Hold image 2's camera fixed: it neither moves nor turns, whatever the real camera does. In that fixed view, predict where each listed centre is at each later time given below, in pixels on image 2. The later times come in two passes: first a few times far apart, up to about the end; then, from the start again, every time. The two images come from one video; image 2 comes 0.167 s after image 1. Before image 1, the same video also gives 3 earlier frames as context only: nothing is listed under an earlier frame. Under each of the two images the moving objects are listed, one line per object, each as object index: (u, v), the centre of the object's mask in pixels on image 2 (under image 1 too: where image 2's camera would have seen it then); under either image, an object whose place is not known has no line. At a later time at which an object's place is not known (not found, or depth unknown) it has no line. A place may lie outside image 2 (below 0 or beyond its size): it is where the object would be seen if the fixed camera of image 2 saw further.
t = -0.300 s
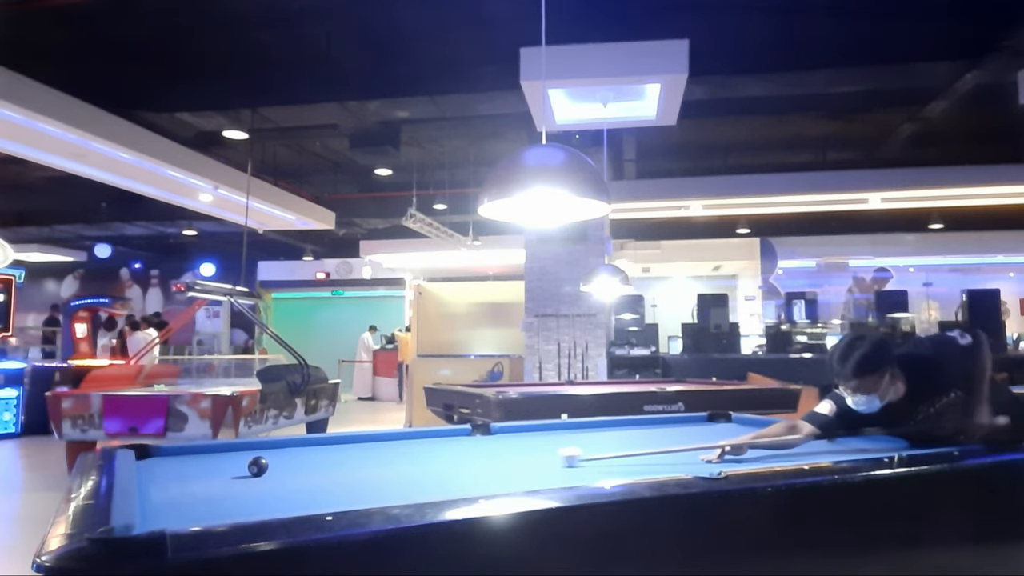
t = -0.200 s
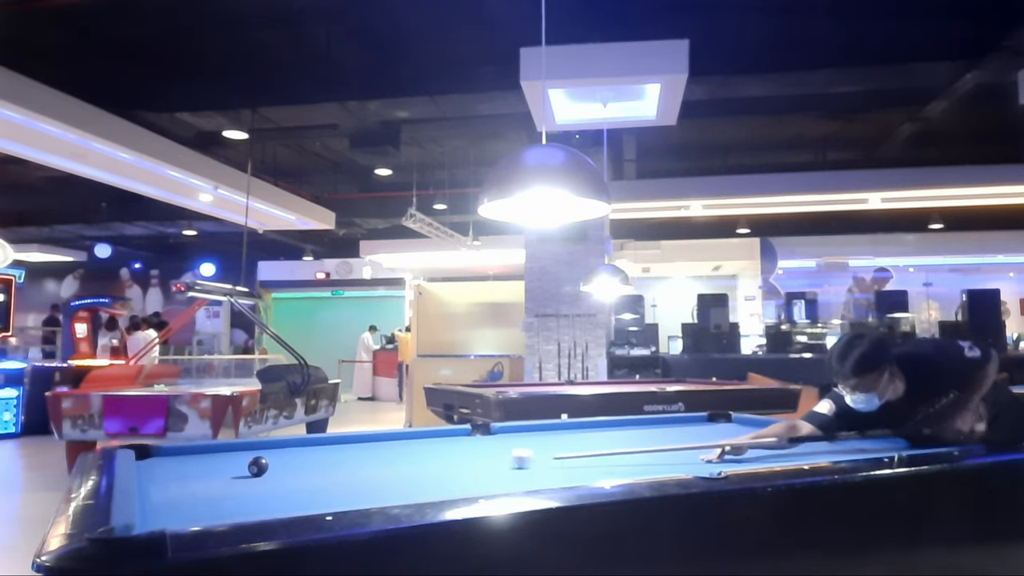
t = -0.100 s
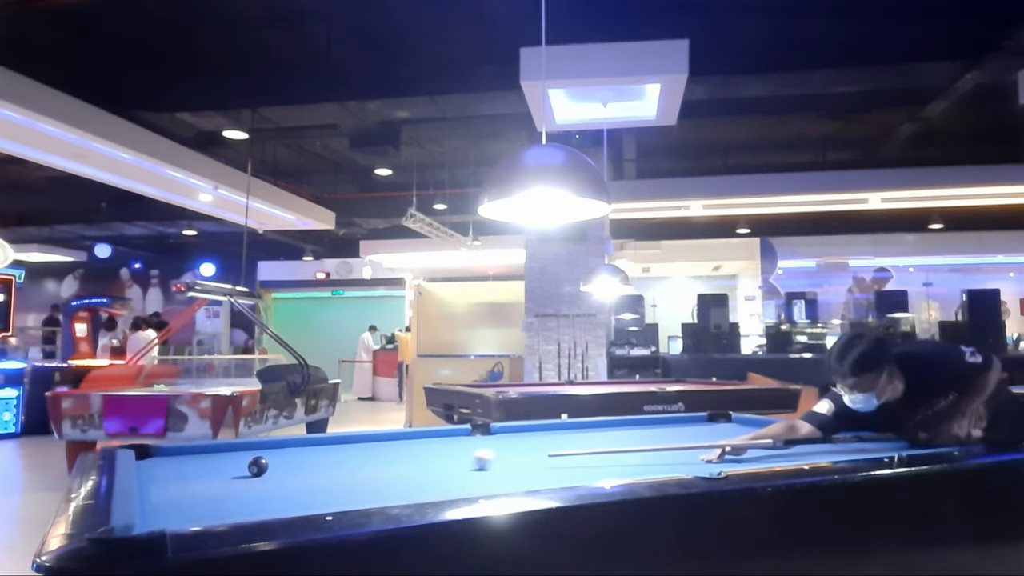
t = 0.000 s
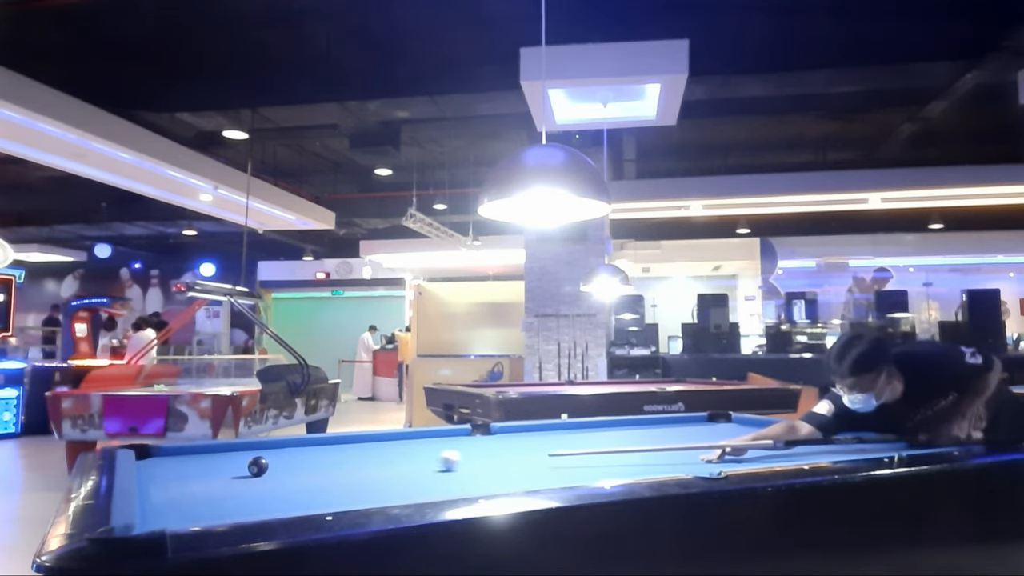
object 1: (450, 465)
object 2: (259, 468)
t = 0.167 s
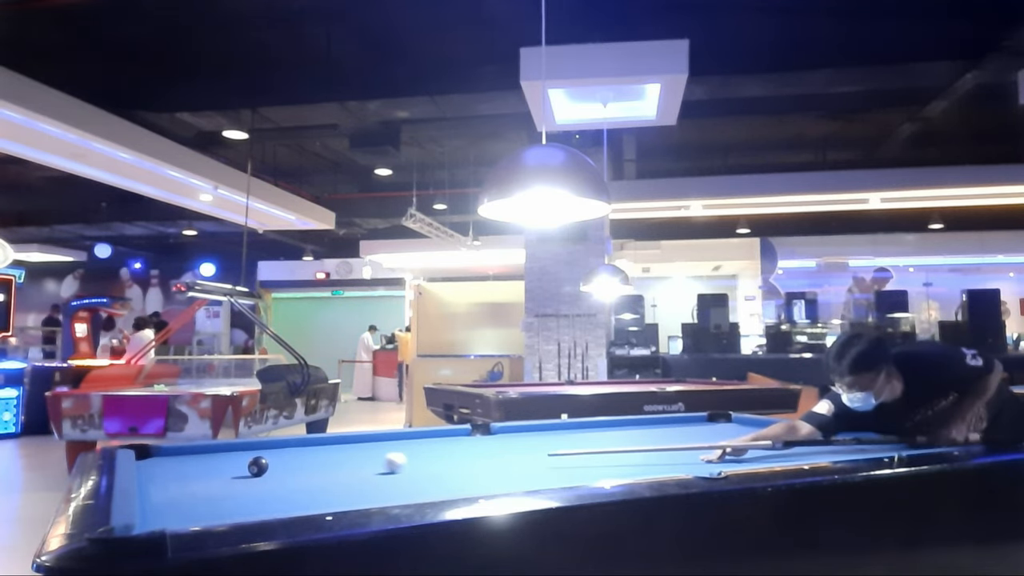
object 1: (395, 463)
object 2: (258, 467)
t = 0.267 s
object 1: (360, 464)
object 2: (258, 467)
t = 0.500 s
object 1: (281, 467)
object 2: (258, 467)
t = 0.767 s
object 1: (228, 474)
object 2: (224, 460)
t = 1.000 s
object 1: (180, 480)
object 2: (197, 463)
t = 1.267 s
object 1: (165, 484)
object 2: (168, 461)
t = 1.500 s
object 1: (197, 483)
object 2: (145, 459)
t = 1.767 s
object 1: (229, 482)
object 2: (158, 456)
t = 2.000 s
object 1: (254, 481)
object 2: (169, 454)
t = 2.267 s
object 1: (280, 480)
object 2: (180, 452)
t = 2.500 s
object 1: (299, 479)
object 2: (187, 450)
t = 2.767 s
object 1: (318, 479)
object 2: (194, 449)
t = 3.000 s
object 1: (332, 478)
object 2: (198, 448)
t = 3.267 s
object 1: (346, 478)
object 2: (200, 448)
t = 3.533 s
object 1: (355, 478)
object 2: (201, 448)
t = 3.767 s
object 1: (362, 478)
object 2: (200, 448)
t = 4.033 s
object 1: (366, 478)
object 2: (200, 448)
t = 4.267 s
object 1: (368, 478)
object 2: (200, 448)
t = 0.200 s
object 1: (384, 464)
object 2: (258, 467)
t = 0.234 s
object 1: (372, 464)
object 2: (258, 467)
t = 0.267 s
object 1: (360, 464)
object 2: (258, 467)
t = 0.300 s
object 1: (349, 465)
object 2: (258, 467)
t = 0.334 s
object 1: (338, 465)
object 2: (258, 467)
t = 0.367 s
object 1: (327, 465)
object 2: (258, 467)
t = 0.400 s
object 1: (316, 466)
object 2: (258, 467)
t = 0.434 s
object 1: (305, 466)
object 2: (258, 467)
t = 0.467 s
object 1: (292, 467)
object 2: (258, 467)
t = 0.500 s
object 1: (281, 467)
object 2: (258, 467)
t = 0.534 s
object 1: (271, 468)
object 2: (254, 466)
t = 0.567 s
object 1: (266, 469)
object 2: (249, 466)
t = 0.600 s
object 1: (260, 470)
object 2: (244, 465)
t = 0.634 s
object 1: (253, 471)
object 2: (239, 464)
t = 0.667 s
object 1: (247, 471)
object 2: (235, 463)
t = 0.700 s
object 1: (240, 472)
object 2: (231, 462)
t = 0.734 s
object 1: (234, 473)
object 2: (227, 460)
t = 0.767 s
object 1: (228, 474)
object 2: (224, 460)
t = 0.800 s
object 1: (221, 475)
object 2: (221, 460)
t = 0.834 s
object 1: (214, 476)
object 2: (217, 460)
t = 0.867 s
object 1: (207, 477)
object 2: (213, 461)
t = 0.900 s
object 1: (201, 478)
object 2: (209, 461)
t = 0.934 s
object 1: (194, 478)
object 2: (205, 462)
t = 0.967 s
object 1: (187, 480)
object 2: (201, 463)
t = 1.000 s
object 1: (180, 480)
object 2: (197, 463)
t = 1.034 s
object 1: (173, 481)
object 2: (193, 463)
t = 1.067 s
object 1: (166, 482)
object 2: (189, 463)
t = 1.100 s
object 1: (159, 483)
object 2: (185, 463)
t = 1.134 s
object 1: (153, 484)
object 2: (182, 462)
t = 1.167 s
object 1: (152, 484)
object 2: (178, 462)
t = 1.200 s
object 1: (155, 484)
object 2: (175, 461)
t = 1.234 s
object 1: (160, 484)
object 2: (171, 461)
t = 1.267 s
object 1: (165, 484)
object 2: (168, 461)
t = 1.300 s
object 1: (170, 484)
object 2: (164, 461)
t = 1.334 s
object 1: (175, 484)
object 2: (161, 461)
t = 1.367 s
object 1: (179, 484)
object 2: (157, 460)
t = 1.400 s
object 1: (184, 483)
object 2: (154, 460)
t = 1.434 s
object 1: (188, 483)
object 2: (150, 460)
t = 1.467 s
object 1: (192, 483)
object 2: (147, 459)
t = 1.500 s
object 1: (197, 483)
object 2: (145, 459)
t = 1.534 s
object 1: (201, 483)
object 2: (146, 458)
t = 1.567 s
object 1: (205, 483)
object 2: (147, 458)
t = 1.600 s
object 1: (209, 482)
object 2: (149, 458)
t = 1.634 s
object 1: (213, 482)
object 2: (151, 457)
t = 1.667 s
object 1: (217, 482)
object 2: (154, 457)
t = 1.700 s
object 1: (221, 482)
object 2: (155, 457)
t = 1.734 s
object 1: (225, 482)
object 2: (157, 456)
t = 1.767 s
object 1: (229, 482)
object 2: (158, 456)
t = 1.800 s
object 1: (232, 481)
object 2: (160, 456)
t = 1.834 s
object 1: (236, 481)
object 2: (161, 455)
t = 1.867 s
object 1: (240, 481)
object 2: (163, 456)
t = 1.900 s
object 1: (243, 481)
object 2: (165, 455)
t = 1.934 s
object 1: (247, 481)
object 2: (166, 455)
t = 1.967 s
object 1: (251, 481)
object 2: (168, 454)
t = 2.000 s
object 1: (254, 481)
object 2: (169, 454)
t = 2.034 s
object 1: (257, 481)
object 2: (171, 454)
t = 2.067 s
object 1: (261, 480)
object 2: (172, 454)
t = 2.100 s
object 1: (264, 480)
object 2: (174, 453)
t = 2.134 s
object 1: (267, 480)
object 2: (175, 453)
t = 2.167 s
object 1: (270, 480)
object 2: (176, 453)
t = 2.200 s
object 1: (274, 480)
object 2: (177, 452)
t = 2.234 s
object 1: (277, 480)
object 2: (179, 452)
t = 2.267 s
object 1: (280, 480)
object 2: (180, 452)
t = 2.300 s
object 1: (283, 480)
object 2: (181, 452)
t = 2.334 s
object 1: (286, 480)
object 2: (182, 451)
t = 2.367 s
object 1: (289, 480)
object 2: (183, 451)
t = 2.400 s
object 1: (291, 479)
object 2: (184, 451)
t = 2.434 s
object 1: (294, 479)
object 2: (185, 450)
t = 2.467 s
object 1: (297, 479)
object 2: (186, 450)
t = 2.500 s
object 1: (299, 479)
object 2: (187, 450)
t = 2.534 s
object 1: (302, 479)
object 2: (188, 450)
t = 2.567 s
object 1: (305, 479)
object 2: (189, 450)
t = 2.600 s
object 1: (307, 479)
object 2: (189, 450)
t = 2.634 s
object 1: (309, 479)
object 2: (190, 449)
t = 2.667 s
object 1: (312, 479)
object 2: (191, 449)
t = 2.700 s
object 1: (314, 479)
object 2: (192, 449)
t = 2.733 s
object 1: (316, 479)
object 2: (193, 449)
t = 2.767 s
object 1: (318, 479)
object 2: (194, 449)
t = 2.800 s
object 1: (320, 479)
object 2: (194, 449)
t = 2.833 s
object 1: (322, 479)
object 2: (195, 449)
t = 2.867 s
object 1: (324, 478)
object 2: (195, 448)
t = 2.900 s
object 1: (326, 478)
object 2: (196, 448)
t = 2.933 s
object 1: (328, 479)
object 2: (197, 448)
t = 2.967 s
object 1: (330, 478)
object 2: (197, 448)
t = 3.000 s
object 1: (332, 478)
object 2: (198, 448)
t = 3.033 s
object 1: (334, 479)
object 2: (198, 448)
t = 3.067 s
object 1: (336, 478)
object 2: (199, 448)
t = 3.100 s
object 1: (337, 478)
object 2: (199, 448)
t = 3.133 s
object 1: (339, 478)
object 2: (199, 448)
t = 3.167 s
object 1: (341, 478)
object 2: (199, 448)
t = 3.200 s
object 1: (342, 478)
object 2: (200, 448)
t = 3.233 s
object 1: (344, 478)
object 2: (200, 448)
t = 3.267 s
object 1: (346, 478)
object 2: (200, 448)
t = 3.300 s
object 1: (347, 478)
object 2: (200, 448)
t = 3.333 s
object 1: (348, 478)
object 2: (200, 448)
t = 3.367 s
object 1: (350, 478)
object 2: (201, 448)
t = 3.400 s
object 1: (351, 478)
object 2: (201, 448)
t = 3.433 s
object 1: (352, 478)
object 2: (201, 449)
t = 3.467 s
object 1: (353, 478)
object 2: (201, 448)
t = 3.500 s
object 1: (354, 478)
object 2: (201, 448)
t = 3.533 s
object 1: (355, 478)
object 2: (201, 448)
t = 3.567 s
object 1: (356, 478)
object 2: (201, 448)
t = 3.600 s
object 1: (357, 478)
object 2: (200, 448)
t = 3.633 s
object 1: (358, 478)
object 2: (200, 448)
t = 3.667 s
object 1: (359, 478)
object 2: (200, 448)
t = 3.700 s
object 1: (360, 478)
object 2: (200, 448)
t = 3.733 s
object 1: (361, 478)
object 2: (200, 448)
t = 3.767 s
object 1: (362, 478)
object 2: (200, 448)
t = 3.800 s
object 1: (362, 478)
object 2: (200, 448)
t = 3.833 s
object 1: (363, 478)
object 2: (200, 448)
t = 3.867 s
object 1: (364, 478)
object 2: (200, 448)
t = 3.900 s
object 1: (364, 478)
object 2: (200, 448)
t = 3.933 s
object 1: (365, 478)
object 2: (200, 448)
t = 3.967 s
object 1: (365, 478)
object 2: (200, 448)
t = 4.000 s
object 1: (366, 478)
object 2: (200, 448)
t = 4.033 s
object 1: (366, 478)
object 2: (200, 448)
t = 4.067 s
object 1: (366, 478)
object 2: (200, 448)
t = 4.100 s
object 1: (367, 478)
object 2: (200, 448)
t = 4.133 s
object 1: (367, 478)
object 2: (200, 448)
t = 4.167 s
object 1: (367, 478)
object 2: (200, 448)
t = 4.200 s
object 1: (367, 478)
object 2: (200, 448)
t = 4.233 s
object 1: (368, 478)
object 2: (200, 448)
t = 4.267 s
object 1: (368, 478)
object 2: (200, 448)
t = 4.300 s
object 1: (368, 478)
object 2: (200, 448)
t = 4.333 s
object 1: (368, 478)
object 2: (200, 448)
